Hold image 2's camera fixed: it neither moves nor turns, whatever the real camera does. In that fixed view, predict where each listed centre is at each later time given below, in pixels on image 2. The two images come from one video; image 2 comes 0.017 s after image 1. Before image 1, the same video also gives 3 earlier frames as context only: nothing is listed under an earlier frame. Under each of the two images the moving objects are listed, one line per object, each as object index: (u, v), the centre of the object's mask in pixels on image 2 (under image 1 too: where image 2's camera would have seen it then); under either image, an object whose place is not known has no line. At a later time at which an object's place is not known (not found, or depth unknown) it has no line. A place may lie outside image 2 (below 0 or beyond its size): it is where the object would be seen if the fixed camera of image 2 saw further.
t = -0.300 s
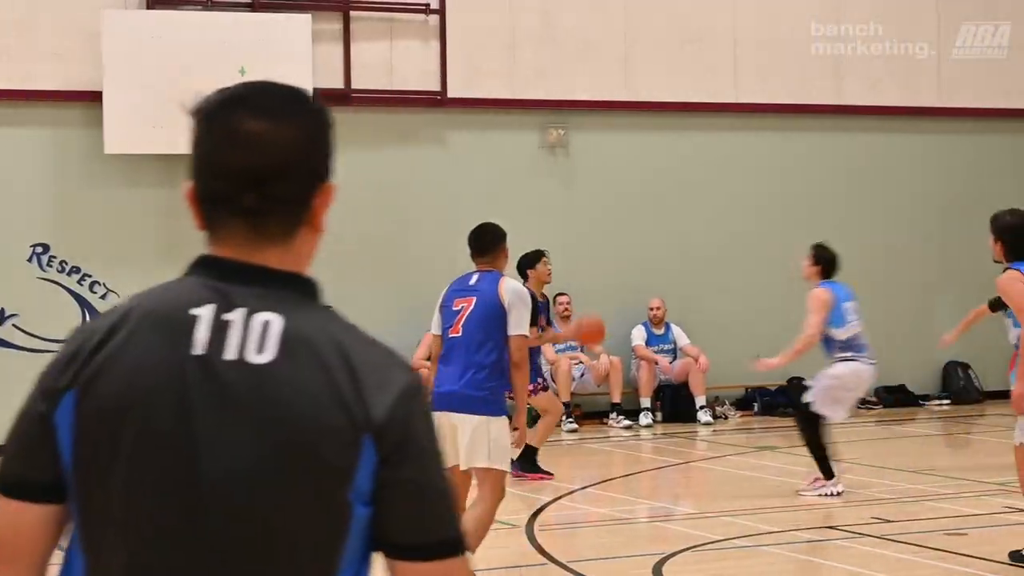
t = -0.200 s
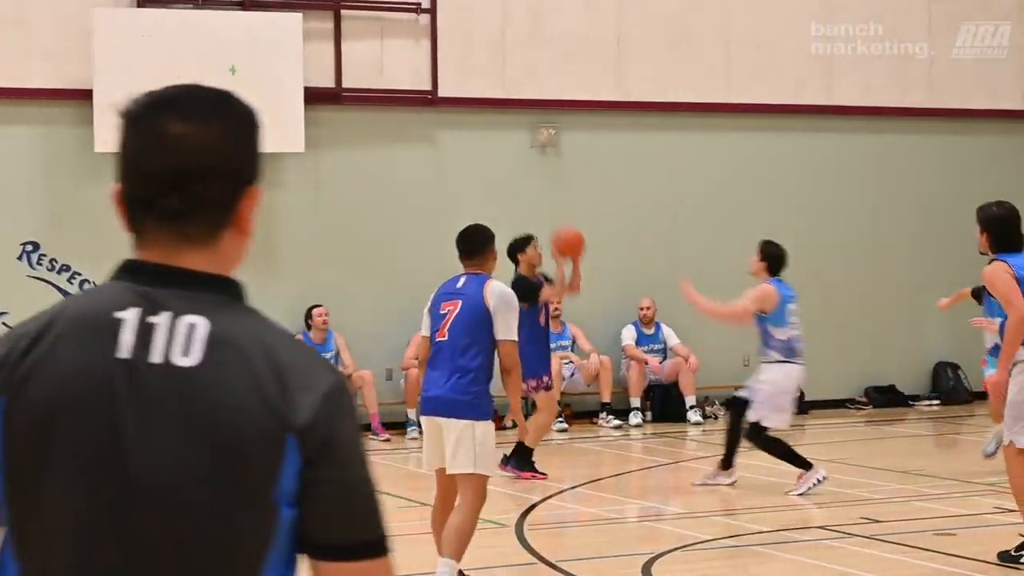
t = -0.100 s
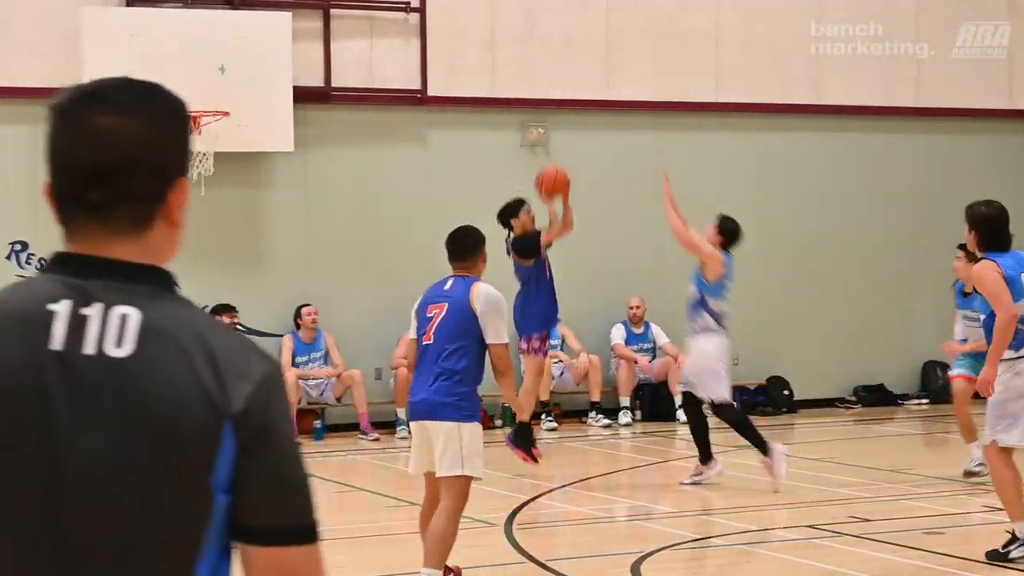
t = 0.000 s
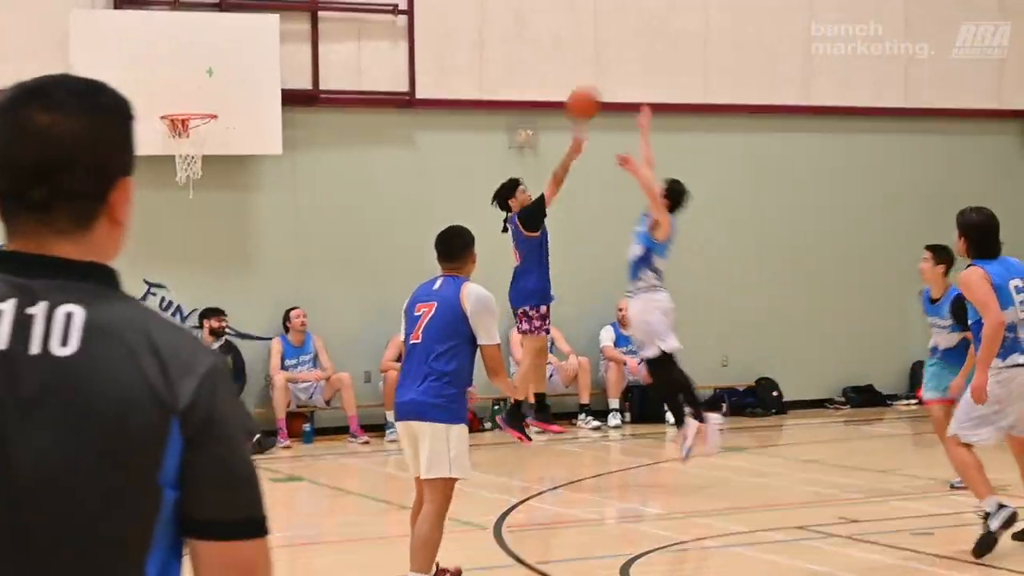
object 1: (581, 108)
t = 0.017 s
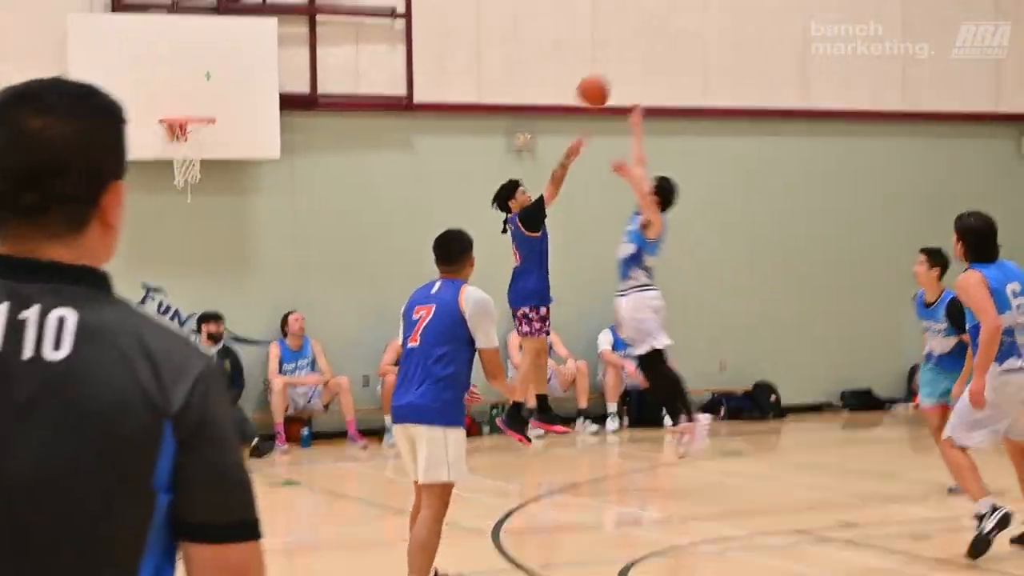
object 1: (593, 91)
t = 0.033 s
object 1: (605, 77)
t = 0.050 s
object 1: (616, 62)
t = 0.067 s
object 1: (626, 46)
